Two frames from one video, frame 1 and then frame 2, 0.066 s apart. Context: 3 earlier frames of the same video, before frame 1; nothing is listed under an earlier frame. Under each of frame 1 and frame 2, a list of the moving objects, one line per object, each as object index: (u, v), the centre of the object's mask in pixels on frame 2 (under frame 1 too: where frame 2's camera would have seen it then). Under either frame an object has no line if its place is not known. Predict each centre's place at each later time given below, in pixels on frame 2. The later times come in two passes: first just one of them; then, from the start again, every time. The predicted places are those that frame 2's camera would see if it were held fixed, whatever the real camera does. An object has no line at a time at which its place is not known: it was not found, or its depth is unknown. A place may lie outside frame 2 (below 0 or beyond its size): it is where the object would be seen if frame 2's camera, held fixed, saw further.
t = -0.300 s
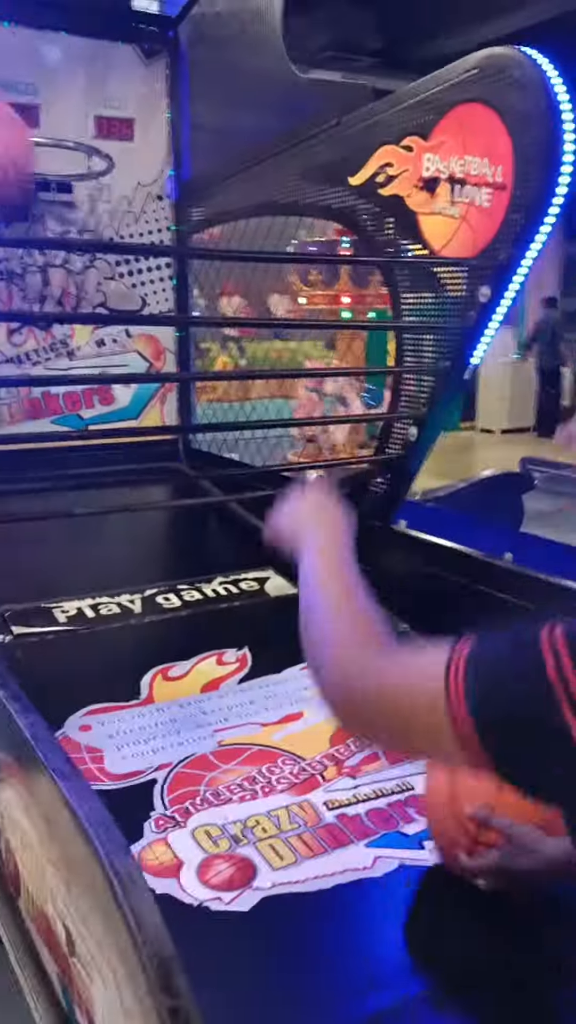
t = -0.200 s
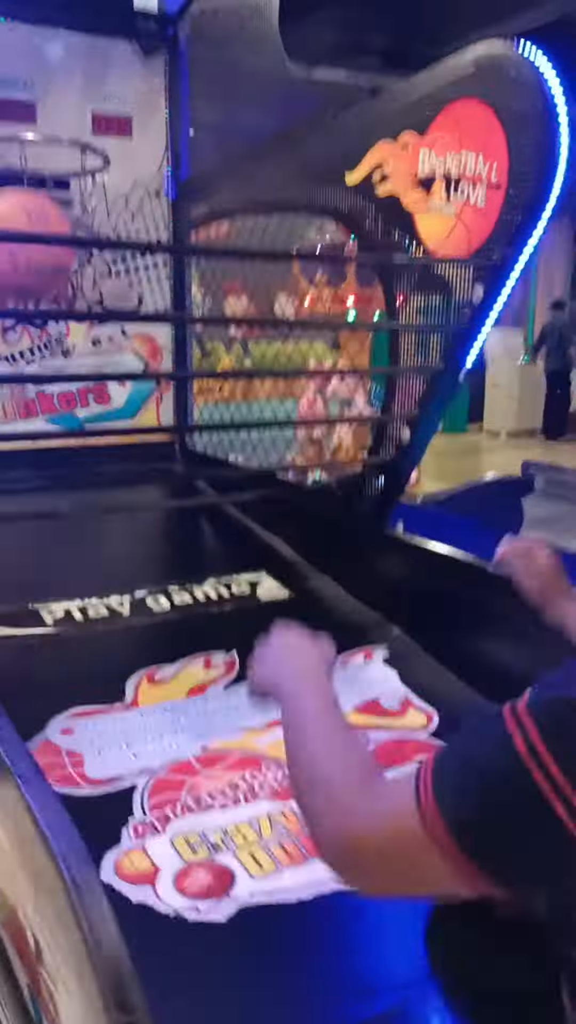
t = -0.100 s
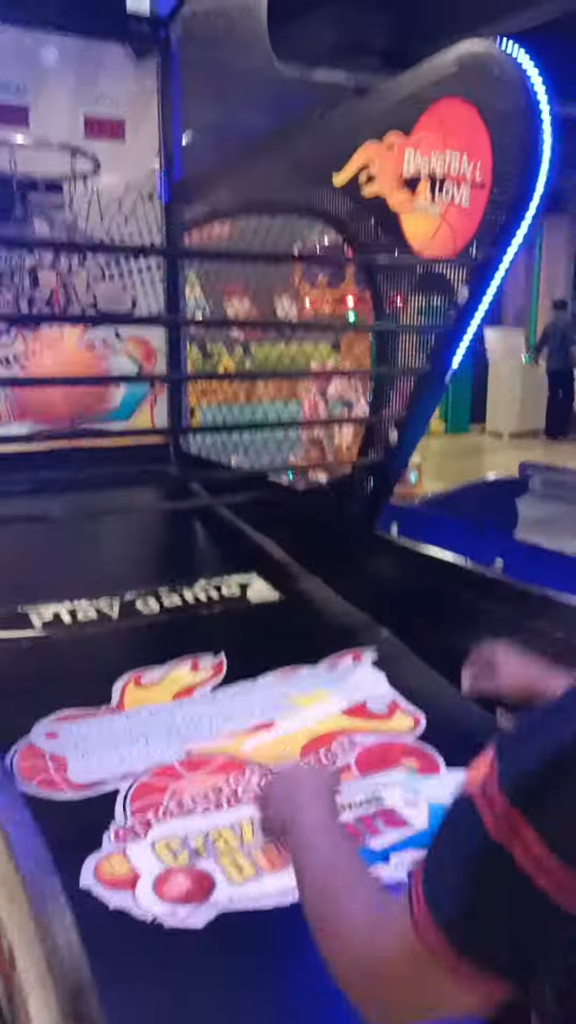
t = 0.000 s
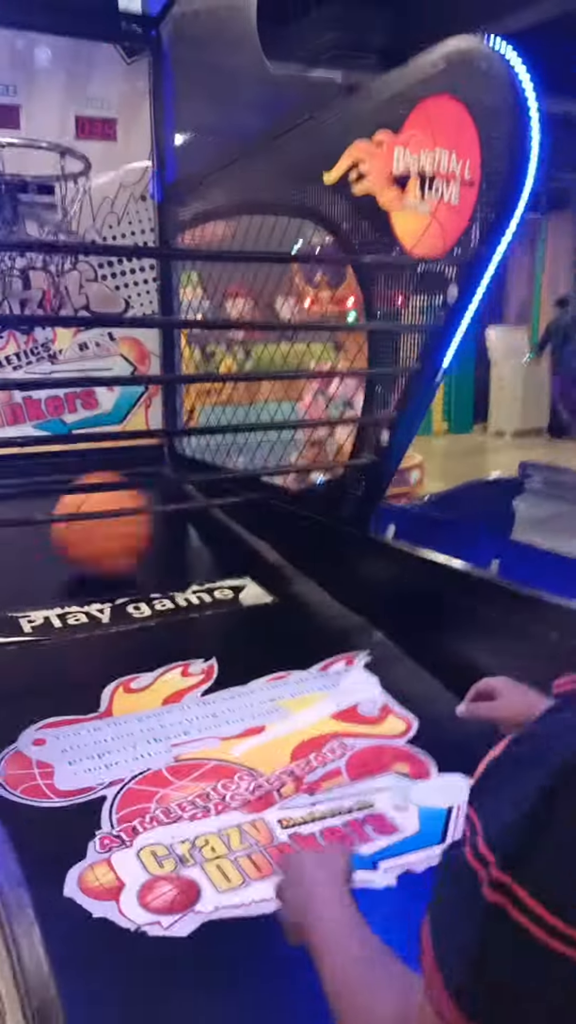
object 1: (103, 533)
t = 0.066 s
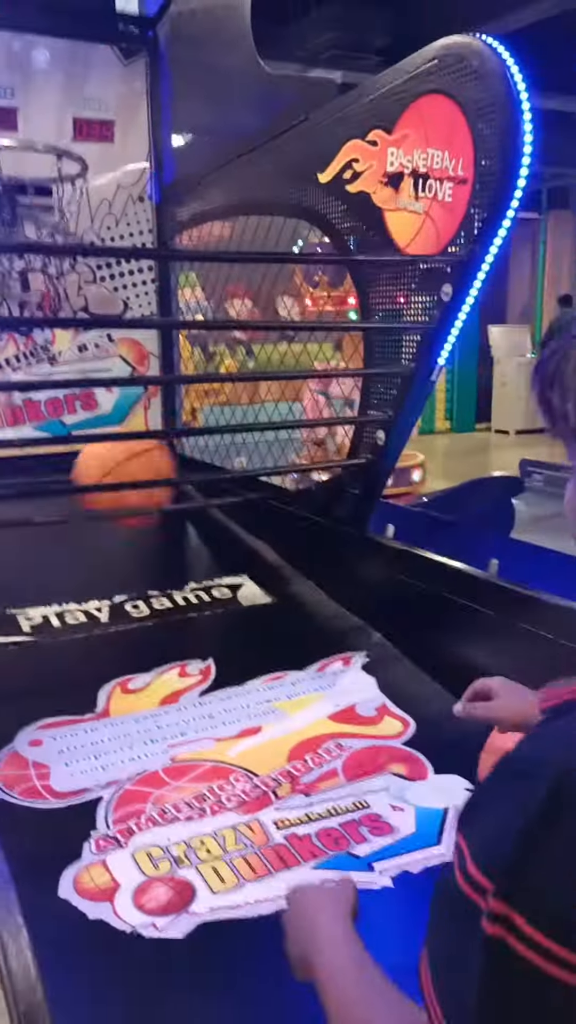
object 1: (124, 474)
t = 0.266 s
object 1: (209, 425)
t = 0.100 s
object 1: (139, 458)
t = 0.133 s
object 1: (151, 440)
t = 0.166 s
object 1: (164, 428)
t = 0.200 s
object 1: (180, 427)
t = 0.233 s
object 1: (196, 426)
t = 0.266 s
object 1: (209, 425)
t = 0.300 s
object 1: (226, 433)
